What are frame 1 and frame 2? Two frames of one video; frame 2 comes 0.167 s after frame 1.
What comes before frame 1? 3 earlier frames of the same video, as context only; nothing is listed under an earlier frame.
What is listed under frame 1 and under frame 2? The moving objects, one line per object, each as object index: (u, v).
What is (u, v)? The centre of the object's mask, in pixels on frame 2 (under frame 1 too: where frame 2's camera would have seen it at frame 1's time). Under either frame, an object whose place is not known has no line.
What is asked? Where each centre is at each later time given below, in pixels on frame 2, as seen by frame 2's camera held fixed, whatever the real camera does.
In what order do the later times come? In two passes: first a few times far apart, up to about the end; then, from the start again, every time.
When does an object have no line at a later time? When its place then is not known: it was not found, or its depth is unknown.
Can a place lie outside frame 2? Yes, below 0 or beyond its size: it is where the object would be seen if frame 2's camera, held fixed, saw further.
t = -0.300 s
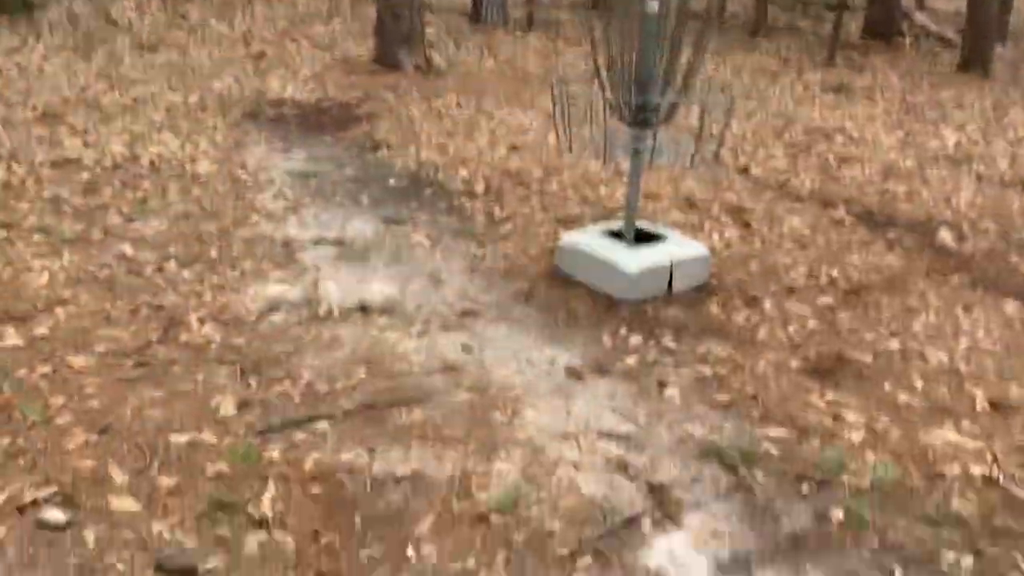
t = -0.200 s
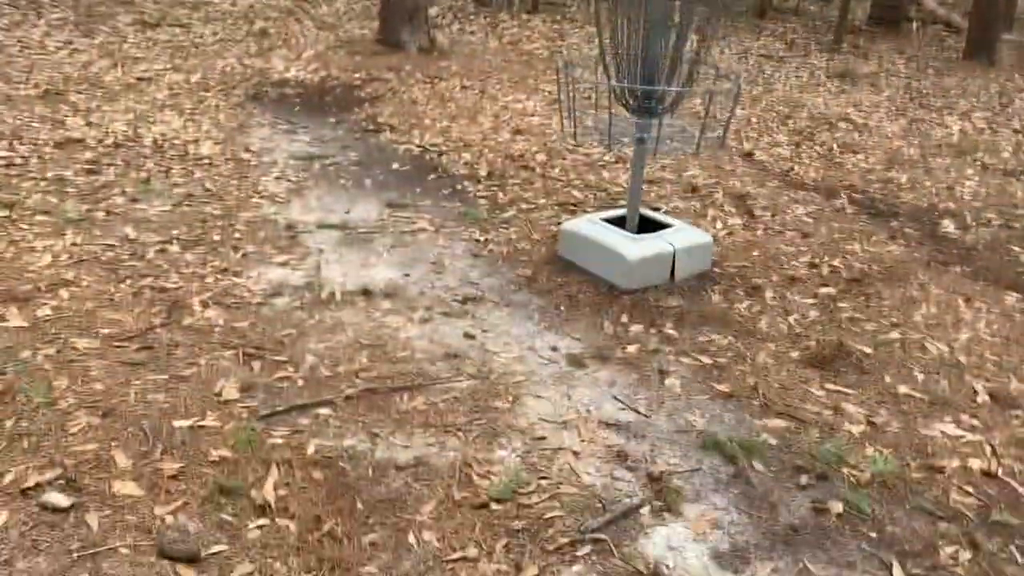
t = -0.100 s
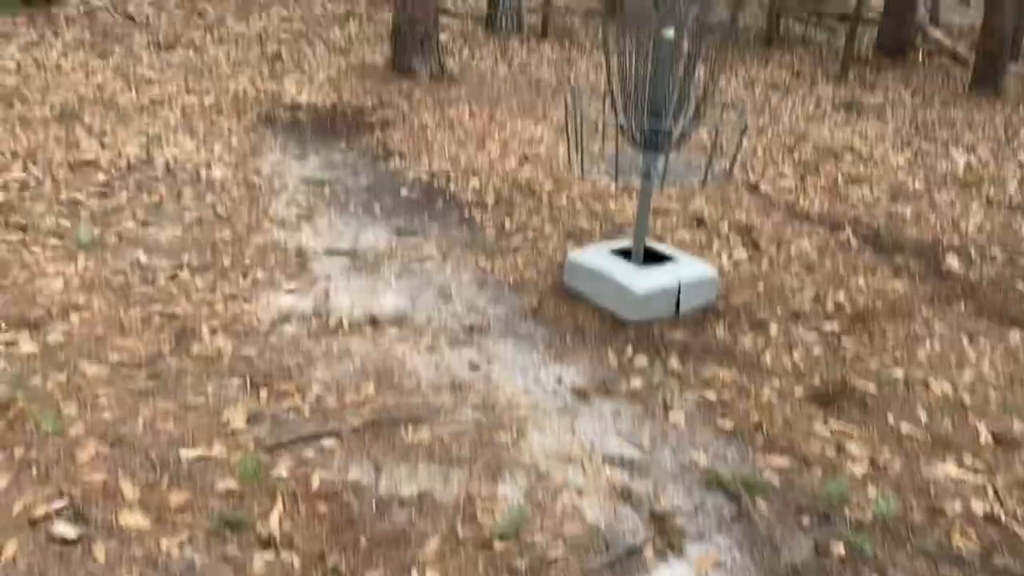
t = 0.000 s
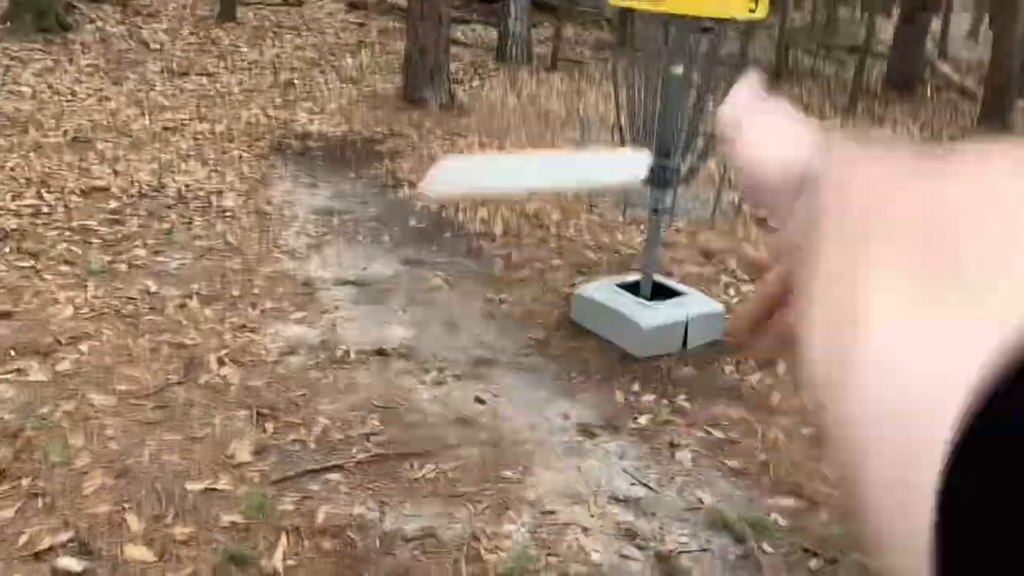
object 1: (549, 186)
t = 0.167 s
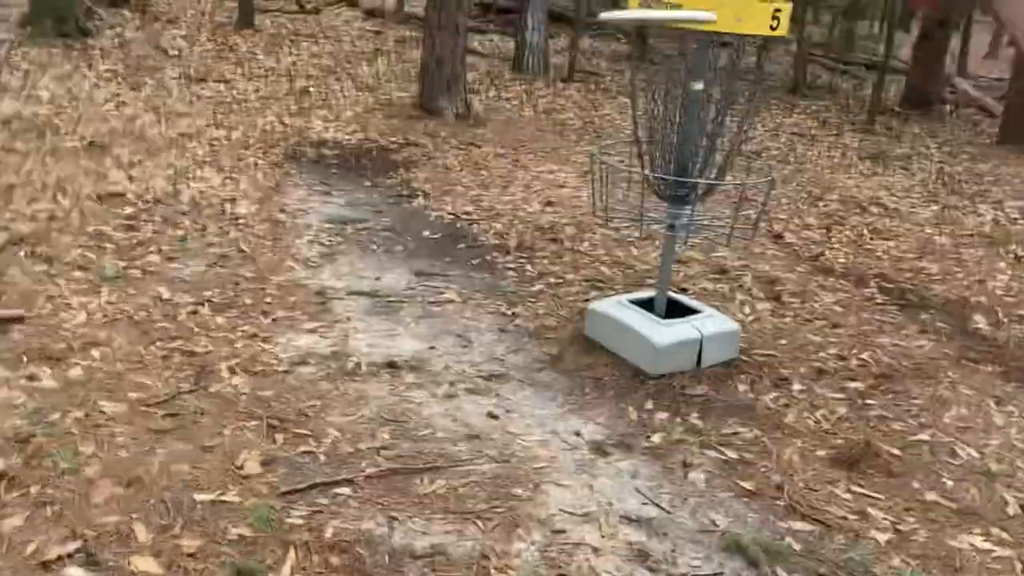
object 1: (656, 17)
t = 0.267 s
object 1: (668, 35)
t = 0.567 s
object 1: (649, 142)
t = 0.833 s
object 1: (639, 195)
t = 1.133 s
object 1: (625, 214)
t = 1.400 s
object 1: (625, 214)
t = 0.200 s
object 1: (664, 20)
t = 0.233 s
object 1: (668, 26)
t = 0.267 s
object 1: (668, 35)
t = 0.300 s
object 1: (672, 47)
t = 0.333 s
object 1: (675, 61)
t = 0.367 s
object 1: (677, 75)
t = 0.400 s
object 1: (674, 89)
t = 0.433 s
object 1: (669, 100)
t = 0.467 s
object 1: (666, 106)
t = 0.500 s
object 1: (660, 115)
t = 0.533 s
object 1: (656, 127)
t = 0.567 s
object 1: (649, 142)
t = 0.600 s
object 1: (650, 151)
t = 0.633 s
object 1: (651, 158)
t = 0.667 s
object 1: (644, 174)
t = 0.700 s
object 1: (645, 183)
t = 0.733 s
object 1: (644, 197)
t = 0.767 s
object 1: (644, 196)
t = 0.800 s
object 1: (643, 193)
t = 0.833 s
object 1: (639, 195)
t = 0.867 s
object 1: (636, 199)
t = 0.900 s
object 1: (632, 203)
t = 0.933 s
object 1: (629, 209)
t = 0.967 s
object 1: (629, 213)
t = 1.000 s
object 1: (629, 211)
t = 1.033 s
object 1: (628, 211)
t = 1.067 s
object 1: (626, 213)
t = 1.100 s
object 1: (624, 213)
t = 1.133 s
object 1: (625, 214)
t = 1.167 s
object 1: (625, 213)
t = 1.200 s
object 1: (625, 213)
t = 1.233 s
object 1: (625, 213)
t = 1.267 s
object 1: (625, 214)
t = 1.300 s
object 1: (625, 214)
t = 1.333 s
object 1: (625, 214)
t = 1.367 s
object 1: (625, 214)
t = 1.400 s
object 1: (625, 214)
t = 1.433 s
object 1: (625, 214)
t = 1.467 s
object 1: (625, 214)
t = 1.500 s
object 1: (625, 214)
